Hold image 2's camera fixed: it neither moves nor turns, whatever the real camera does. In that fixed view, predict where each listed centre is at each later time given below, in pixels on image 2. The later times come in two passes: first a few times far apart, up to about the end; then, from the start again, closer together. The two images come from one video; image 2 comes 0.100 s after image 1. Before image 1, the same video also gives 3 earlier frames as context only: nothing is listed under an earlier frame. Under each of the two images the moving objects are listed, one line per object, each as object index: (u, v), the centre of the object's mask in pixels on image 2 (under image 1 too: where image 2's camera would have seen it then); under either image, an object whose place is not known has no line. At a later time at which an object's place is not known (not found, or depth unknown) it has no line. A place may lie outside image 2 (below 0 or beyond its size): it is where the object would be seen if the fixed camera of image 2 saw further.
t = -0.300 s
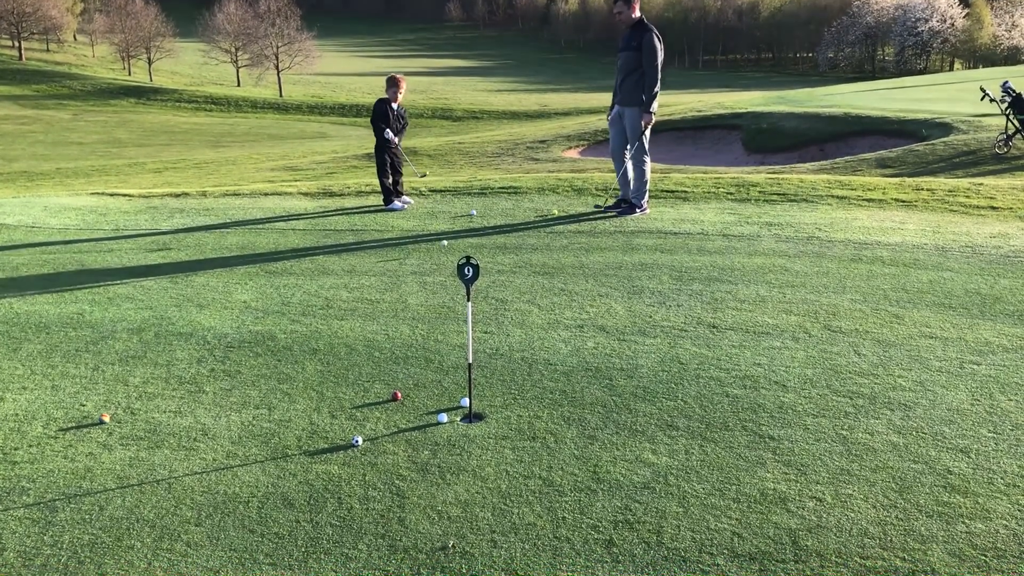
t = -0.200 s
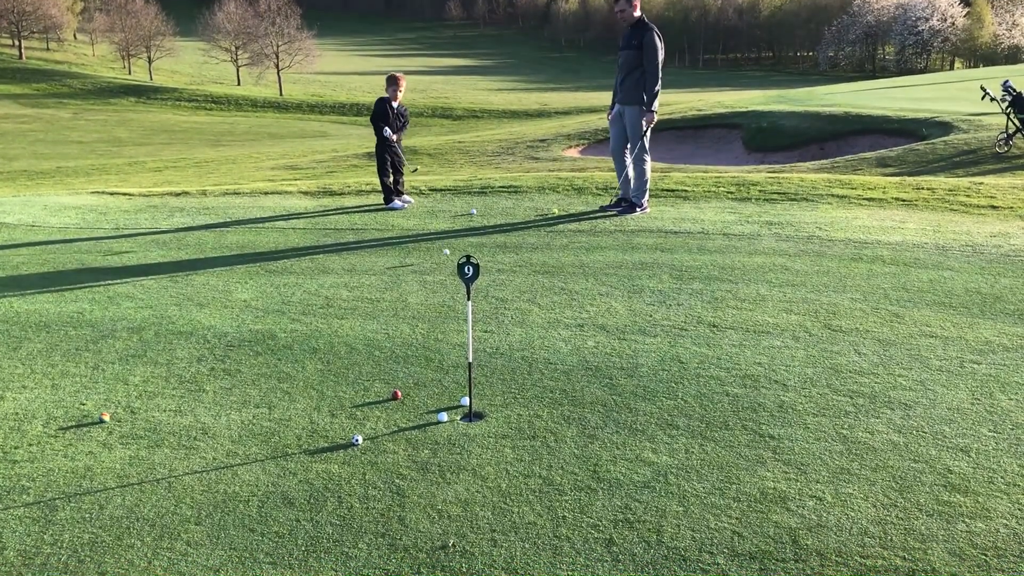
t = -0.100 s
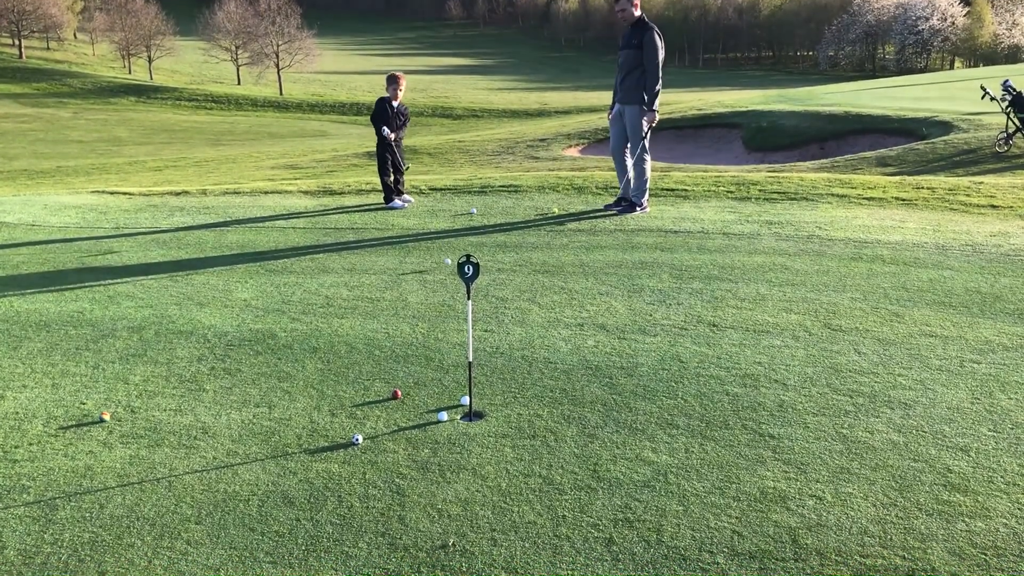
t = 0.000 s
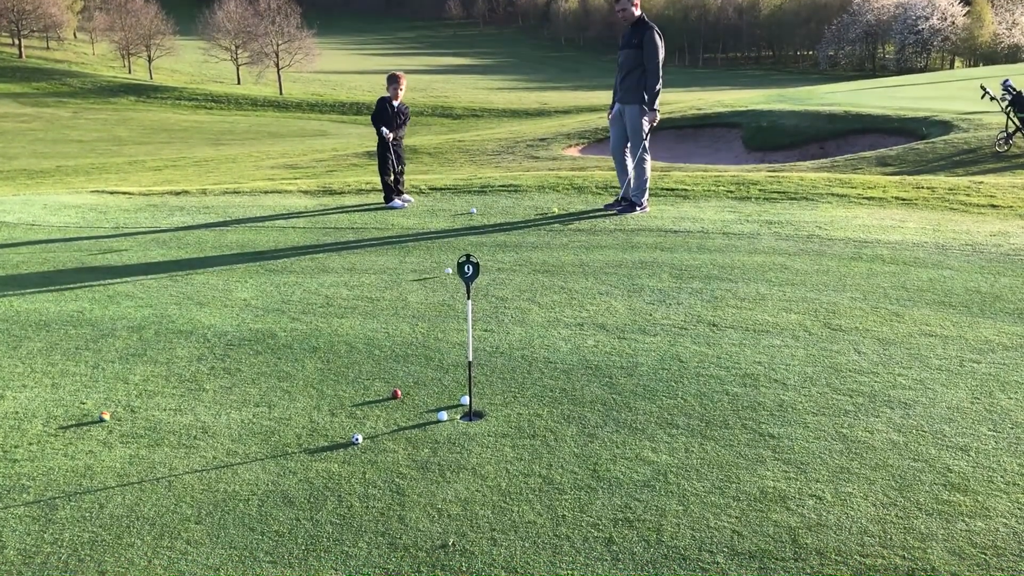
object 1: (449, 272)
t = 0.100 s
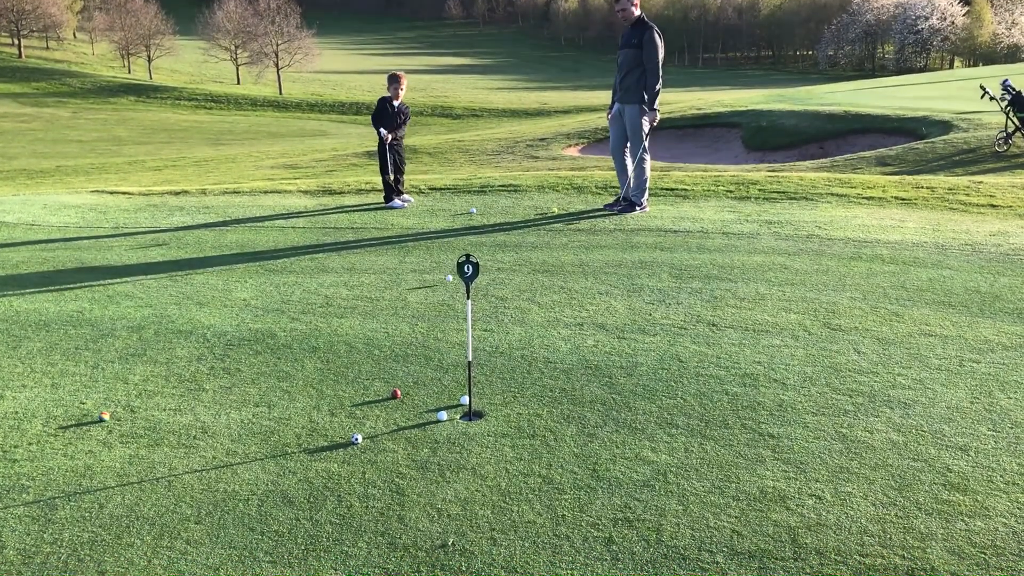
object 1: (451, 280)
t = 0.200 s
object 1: (450, 288)
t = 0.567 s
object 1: (450, 322)
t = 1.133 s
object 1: (451, 375)
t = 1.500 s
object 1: (453, 408)
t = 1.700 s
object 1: (456, 424)
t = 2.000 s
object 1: (458, 445)
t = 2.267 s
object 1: (460, 457)
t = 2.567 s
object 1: (458, 465)
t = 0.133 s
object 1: (450, 283)
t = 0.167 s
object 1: (450, 285)
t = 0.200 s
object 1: (450, 288)
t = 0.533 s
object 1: (450, 320)
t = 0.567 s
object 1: (450, 322)
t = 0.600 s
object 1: (450, 326)
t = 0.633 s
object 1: (450, 329)
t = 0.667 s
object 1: (450, 332)
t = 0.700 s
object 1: (450, 335)
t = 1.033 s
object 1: (451, 366)
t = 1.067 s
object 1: (451, 370)
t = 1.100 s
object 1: (451, 372)
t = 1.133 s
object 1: (451, 375)
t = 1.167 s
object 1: (451, 379)
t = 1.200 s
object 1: (452, 382)
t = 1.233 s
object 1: (452, 385)
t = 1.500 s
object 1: (453, 408)
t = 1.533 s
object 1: (453, 411)
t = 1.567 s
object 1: (454, 413)
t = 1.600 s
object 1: (454, 415)
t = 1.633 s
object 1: (455, 418)
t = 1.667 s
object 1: (455, 421)
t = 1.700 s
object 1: (456, 424)
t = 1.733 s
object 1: (456, 426)
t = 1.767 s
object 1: (456, 429)
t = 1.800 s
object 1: (457, 432)
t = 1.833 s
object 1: (457, 434)
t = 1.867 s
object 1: (457, 436)
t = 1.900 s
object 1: (457, 439)
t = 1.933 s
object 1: (458, 441)
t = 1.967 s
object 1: (458, 443)
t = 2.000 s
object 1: (458, 445)
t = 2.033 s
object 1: (459, 447)
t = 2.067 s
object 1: (459, 449)
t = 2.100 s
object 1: (459, 450)
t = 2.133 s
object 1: (459, 452)
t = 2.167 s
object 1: (460, 454)
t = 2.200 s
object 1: (460, 455)
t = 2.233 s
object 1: (460, 456)
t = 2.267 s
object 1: (460, 457)
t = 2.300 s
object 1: (460, 458)
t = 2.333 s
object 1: (460, 459)
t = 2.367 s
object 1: (460, 461)
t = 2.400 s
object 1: (460, 462)
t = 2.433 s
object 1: (460, 463)
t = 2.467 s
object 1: (459, 463)
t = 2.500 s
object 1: (459, 464)
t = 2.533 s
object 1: (458, 465)
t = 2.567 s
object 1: (458, 465)
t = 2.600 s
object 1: (458, 466)
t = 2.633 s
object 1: (458, 466)
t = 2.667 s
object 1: (458, 466)
